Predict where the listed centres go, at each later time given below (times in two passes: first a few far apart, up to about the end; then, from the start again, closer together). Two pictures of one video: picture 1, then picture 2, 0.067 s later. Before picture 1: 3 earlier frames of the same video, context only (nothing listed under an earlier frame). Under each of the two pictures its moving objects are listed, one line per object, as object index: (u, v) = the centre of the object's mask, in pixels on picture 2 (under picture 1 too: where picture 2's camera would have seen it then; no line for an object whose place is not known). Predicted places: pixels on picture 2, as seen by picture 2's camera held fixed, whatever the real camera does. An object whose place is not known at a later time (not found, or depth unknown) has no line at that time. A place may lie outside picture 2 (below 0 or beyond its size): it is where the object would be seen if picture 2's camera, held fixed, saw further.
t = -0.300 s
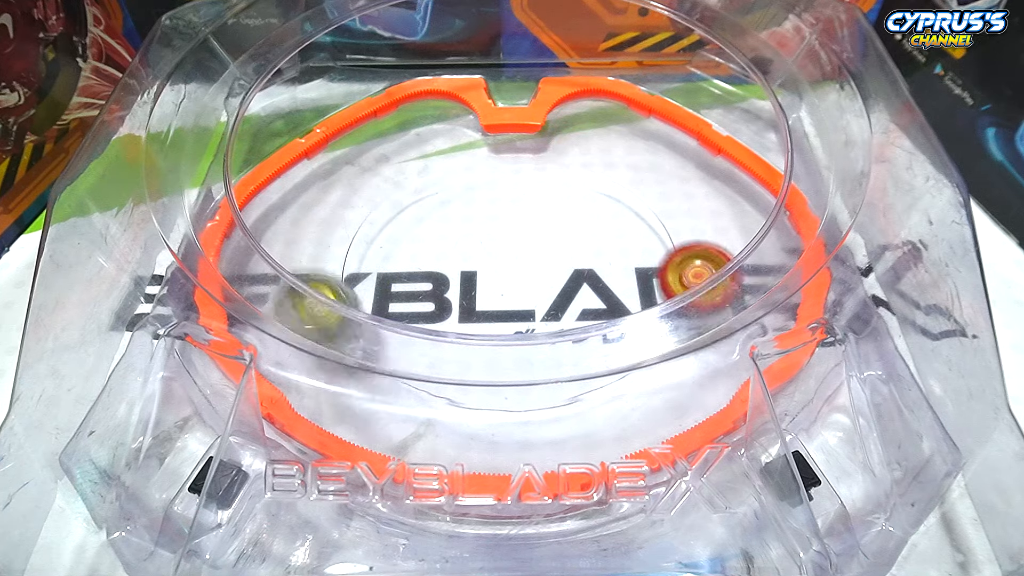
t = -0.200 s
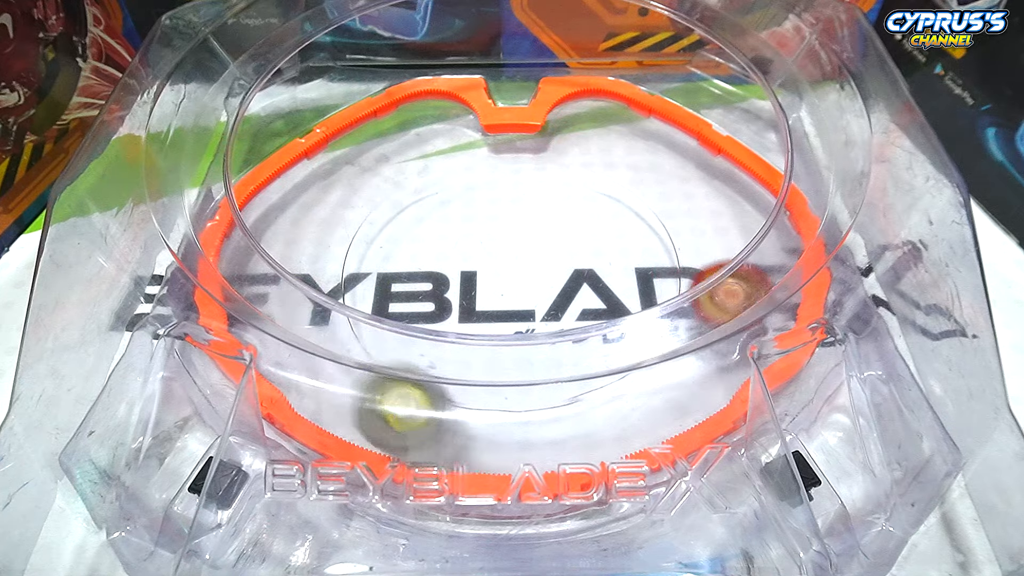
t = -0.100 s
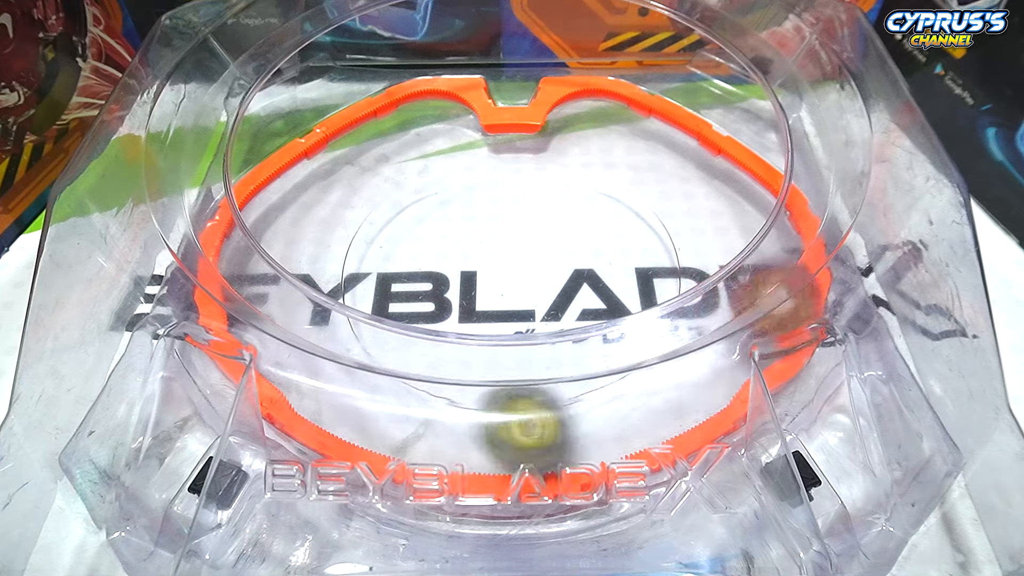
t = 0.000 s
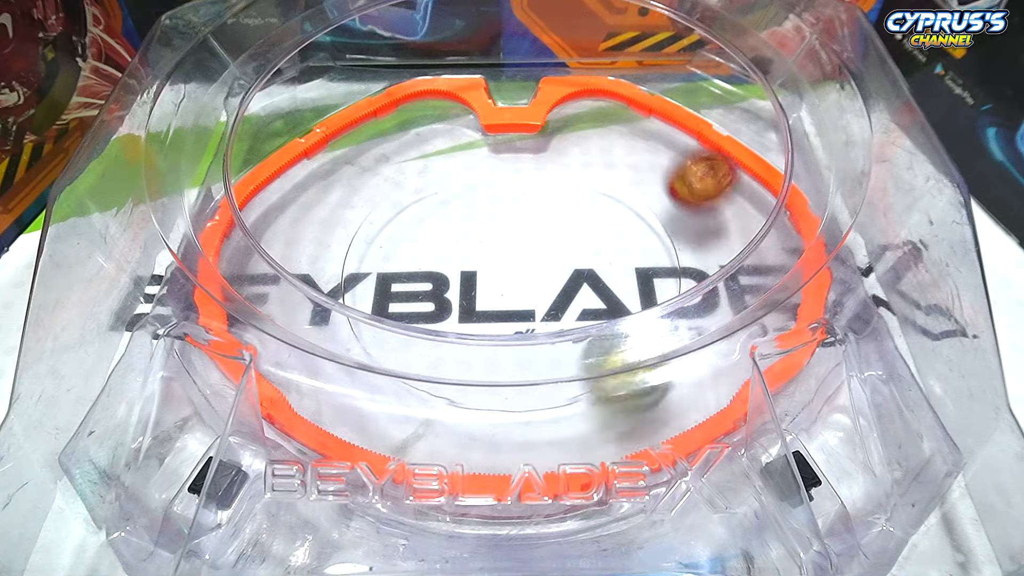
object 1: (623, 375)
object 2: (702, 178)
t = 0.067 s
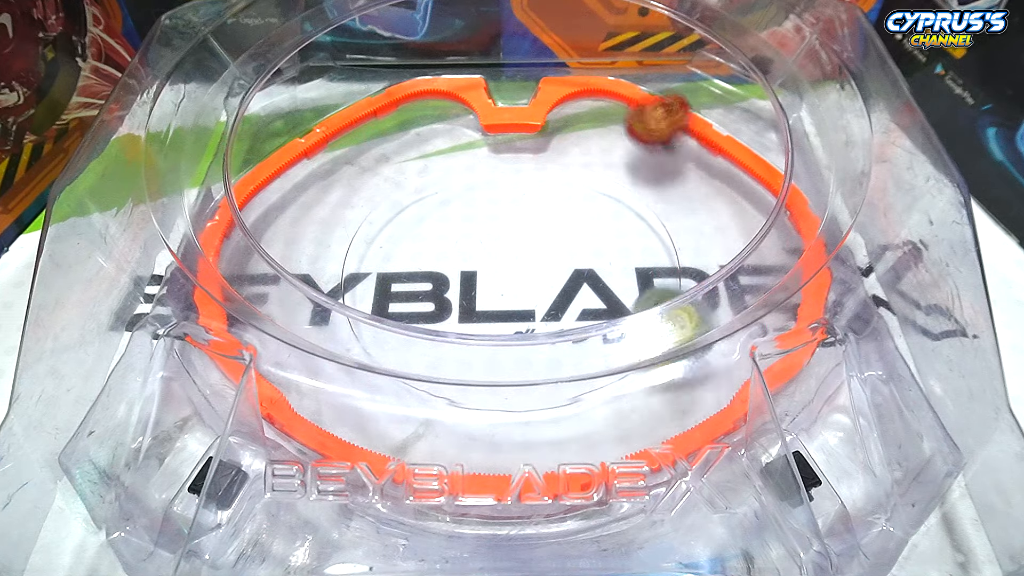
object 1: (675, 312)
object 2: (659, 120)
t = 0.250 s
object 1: (763, 208)
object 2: (525, 204)
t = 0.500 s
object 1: (577, 122)
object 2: (549, 375)
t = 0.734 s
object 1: (437, 128)
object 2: (624, 164)
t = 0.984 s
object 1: (459, 242)
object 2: (367, 154)
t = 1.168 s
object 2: (250, 274)
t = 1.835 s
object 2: (783, 227)
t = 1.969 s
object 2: (730, 174)
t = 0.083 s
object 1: (684, 301)
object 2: (649, 107)
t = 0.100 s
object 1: (693, 296)
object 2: (639, 96)
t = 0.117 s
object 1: (701, 289)
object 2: (630, 87)
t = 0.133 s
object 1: (708, 279)
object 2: (615, 77)
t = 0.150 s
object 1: (718, 266)
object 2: (588, 75)
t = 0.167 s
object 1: (728, 254)
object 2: (558, 81)
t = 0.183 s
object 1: (735, 244)
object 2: (549, 96)
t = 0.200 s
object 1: (744, 234)
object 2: (546, 120)
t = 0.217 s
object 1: (750, 223)
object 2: (541, 145)
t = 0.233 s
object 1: (756, 216)
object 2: (533, 175)
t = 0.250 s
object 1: (763, 208)
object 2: (525, 204)
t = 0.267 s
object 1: (769, 199)
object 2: (518, 230)
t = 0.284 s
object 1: (774, 192)
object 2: (509, 258)
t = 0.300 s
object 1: (781, 183)
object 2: (497, 284)
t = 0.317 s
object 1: (786, 175)
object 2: (491, 303)
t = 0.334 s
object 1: (766, 162)
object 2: (483, 330)
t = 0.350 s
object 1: (751, 152)
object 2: (476, 350)
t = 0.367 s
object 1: (730, 145)
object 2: (469, 376)
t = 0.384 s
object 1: (710, 142)
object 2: (465, 388)
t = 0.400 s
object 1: (687, 142)
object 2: (462, 406)
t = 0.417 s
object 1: (665, 145)
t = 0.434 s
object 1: (645, 144)
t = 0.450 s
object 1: (629, 134)
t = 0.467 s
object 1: (612, 125)
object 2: (509, 404)
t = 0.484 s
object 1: (597, 122)
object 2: (529, 383)
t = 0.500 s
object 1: (577, 122)
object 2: (549, 375)
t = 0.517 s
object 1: (561, 125)
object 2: (565, 359)
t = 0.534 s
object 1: (549, 125)
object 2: (582, 318)
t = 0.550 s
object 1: (536, 118)
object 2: (595, 309)
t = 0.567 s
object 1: (524, 113)
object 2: (608, 300)
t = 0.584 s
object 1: (511, 111)
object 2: (620, 287)
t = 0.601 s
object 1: (498, 115)
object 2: (627, 274)
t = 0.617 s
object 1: (485, 120)
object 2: (637, 253)
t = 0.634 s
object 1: (476, 117)
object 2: (643, 237)
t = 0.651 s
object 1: (468, 116)
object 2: (647, 222)
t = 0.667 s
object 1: (460, 118)
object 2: (649, 207)
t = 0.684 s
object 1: (450, 123)
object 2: (650, 194)
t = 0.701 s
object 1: (445, 126)
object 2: (646, 180)
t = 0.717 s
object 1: (441, 125)
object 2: (635, 170)
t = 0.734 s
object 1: (437, 128)
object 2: (624, 164)
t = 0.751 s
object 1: (433, 135)
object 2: (613, 158)
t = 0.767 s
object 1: (432, 139)
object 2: (599, 151)
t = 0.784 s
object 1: (432, 143)
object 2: (585, 148)
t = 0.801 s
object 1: (433, 149)
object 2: (569, 143)
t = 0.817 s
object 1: (434, 156)
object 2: (555, 142)
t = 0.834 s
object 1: (434, 163)
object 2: (539, 141)
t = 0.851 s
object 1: (435, 173)
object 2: (521, 139)
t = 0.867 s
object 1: (436, 181)
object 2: (503, 140)
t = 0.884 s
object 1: (438, 190)
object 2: (483, 139)
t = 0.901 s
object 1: (440, 199)
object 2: (464, 140)
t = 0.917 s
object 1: (442, 207)
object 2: (445, 141)
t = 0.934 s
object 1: (446, 218)
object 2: (425, 144)
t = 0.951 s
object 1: (450, 226)
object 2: (406, 146)
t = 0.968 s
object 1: (454, 234)
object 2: (386, 150)
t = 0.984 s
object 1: (459, 242)
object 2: (367, 154)
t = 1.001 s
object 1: (464, 249)
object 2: (347, 158)
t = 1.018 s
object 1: (471, 258)
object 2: (327, 161)
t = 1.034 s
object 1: (477, 264)
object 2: (303, 165)
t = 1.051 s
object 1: (484, 272)
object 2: (280, 169)
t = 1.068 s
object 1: (492, 279)
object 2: (259, 175)
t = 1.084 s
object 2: (240, 181)
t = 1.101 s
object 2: (232, 194)
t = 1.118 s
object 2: (235, 211)
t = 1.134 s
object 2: (237, 232)
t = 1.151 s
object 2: (246, 258)
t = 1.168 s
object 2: (250, 274)
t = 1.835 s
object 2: (783, 227)
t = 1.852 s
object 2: (782, 219)
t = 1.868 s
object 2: (774, 210)
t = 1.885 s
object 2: (769, 202)
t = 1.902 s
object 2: (754, 194)
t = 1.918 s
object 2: (751, 189)
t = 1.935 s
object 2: (747, 184)
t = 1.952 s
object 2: (740, 178)
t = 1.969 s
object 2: (730, 174)
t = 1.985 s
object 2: (720, 169)
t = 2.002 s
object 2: (712, 164)
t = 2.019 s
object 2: (702, 161)
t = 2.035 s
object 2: (693, 157)
